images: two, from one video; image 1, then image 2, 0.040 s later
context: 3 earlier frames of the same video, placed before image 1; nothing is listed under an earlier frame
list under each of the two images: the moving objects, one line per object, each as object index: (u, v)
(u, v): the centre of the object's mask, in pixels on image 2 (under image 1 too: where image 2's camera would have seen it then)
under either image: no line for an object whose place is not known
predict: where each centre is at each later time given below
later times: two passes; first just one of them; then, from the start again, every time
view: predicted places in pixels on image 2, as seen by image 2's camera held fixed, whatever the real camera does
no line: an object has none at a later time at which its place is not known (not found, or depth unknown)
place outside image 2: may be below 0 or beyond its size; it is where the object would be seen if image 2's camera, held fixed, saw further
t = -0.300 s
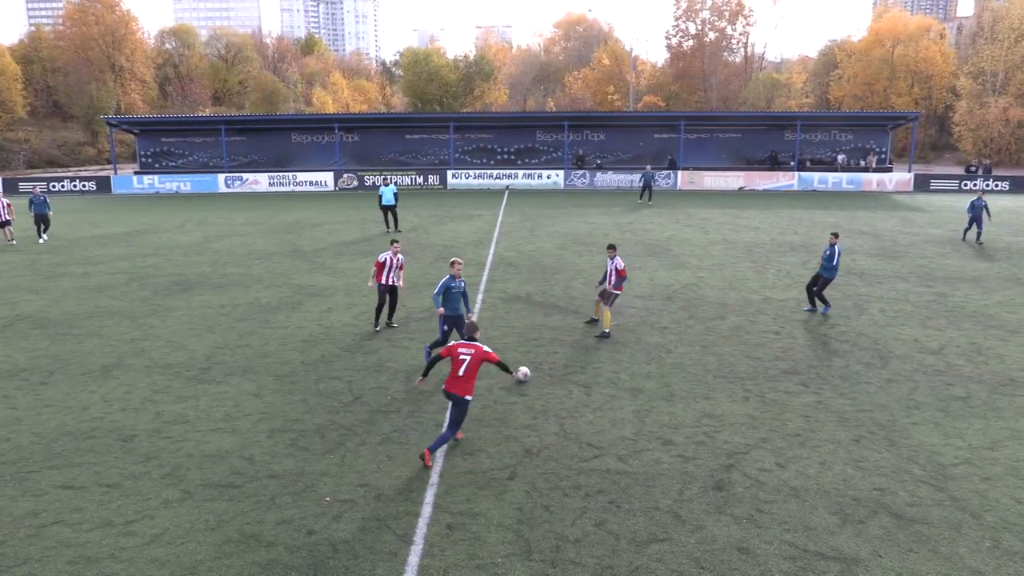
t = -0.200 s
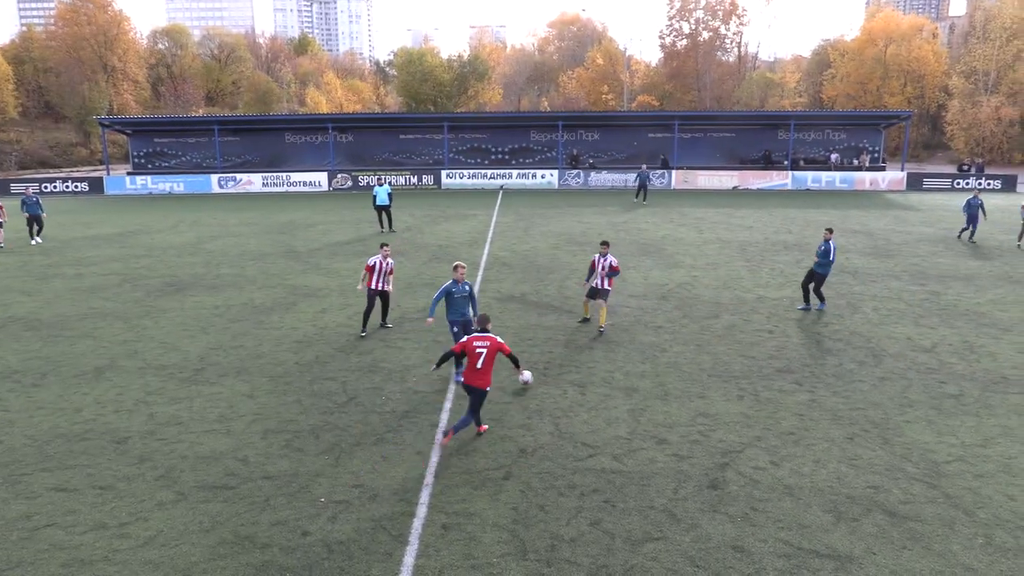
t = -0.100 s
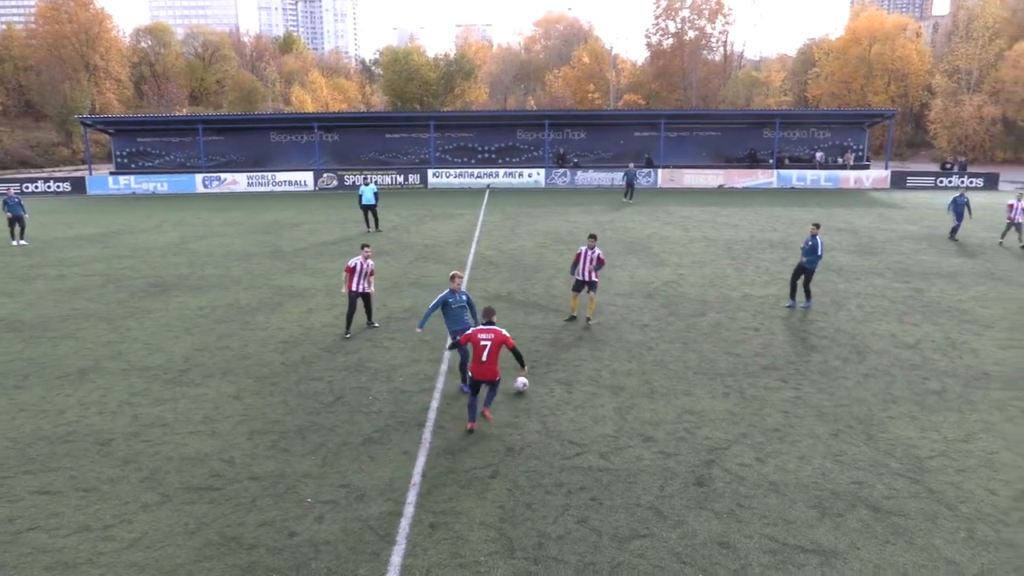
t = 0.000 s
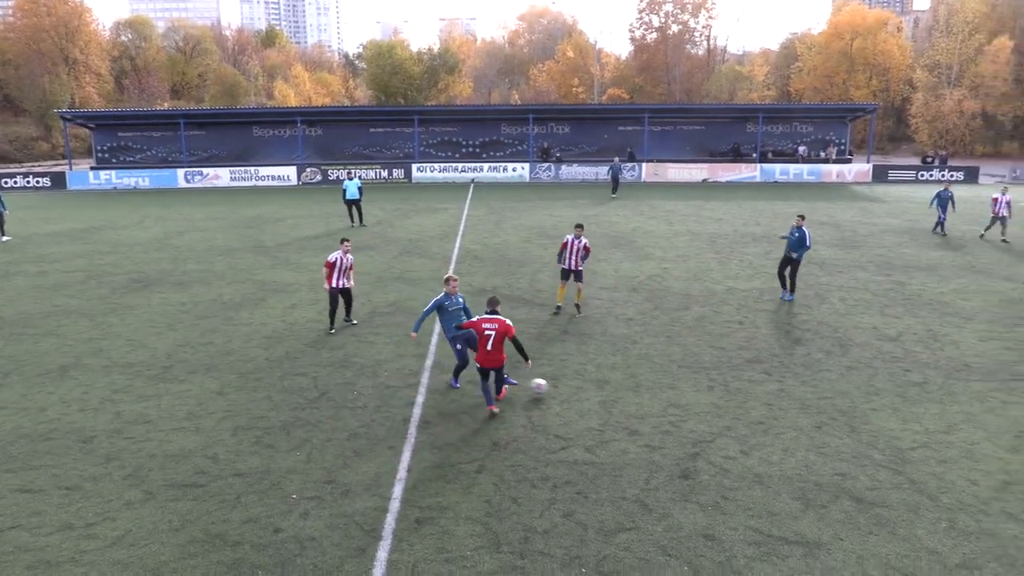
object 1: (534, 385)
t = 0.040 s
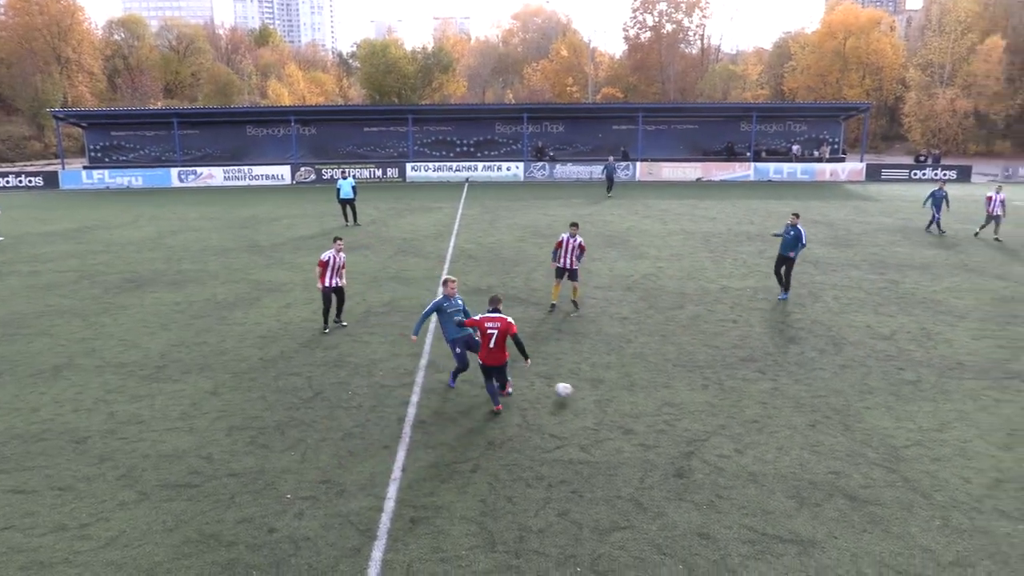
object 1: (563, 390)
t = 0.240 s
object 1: (721, 422)
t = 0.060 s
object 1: (579, 393)
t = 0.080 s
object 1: (594, 398)
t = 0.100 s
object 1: (610, 401)
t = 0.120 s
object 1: (627, 405)
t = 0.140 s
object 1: (642, 407)
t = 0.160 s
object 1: (657, 410)
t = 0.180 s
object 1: (672, 413)
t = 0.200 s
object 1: (688, 416)
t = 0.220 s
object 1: (703, 419)
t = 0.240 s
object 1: (721, 422)
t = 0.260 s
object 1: (737, 426)
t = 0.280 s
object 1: (752, 429)
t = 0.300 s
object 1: (768, 431)
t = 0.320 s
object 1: (784, 433)
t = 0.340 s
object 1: (799, 434)
